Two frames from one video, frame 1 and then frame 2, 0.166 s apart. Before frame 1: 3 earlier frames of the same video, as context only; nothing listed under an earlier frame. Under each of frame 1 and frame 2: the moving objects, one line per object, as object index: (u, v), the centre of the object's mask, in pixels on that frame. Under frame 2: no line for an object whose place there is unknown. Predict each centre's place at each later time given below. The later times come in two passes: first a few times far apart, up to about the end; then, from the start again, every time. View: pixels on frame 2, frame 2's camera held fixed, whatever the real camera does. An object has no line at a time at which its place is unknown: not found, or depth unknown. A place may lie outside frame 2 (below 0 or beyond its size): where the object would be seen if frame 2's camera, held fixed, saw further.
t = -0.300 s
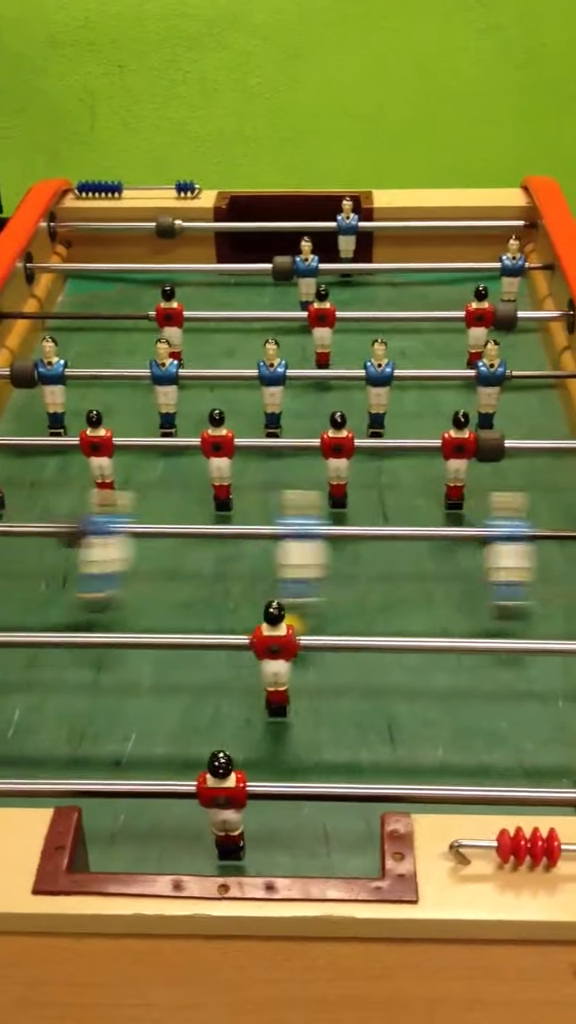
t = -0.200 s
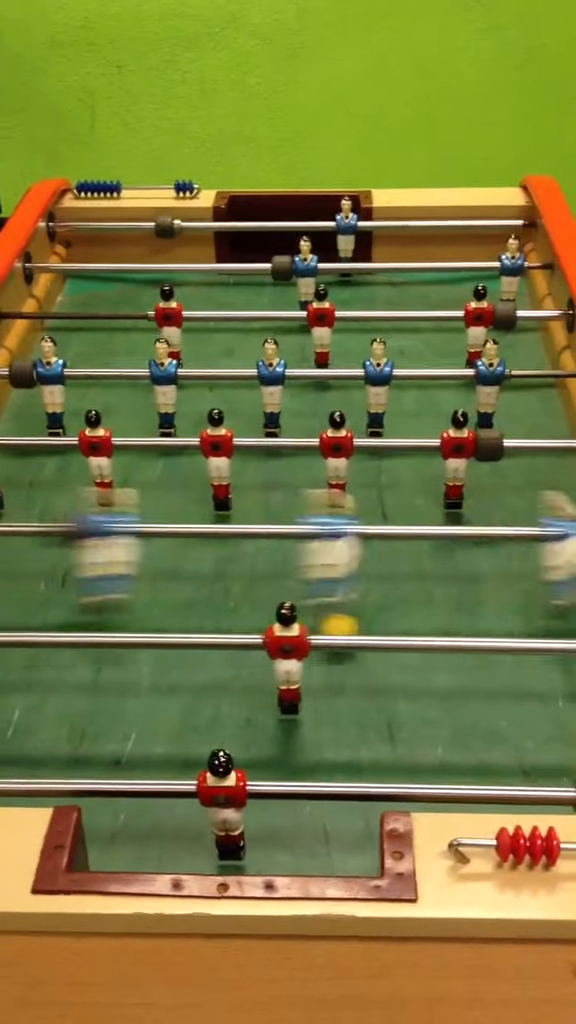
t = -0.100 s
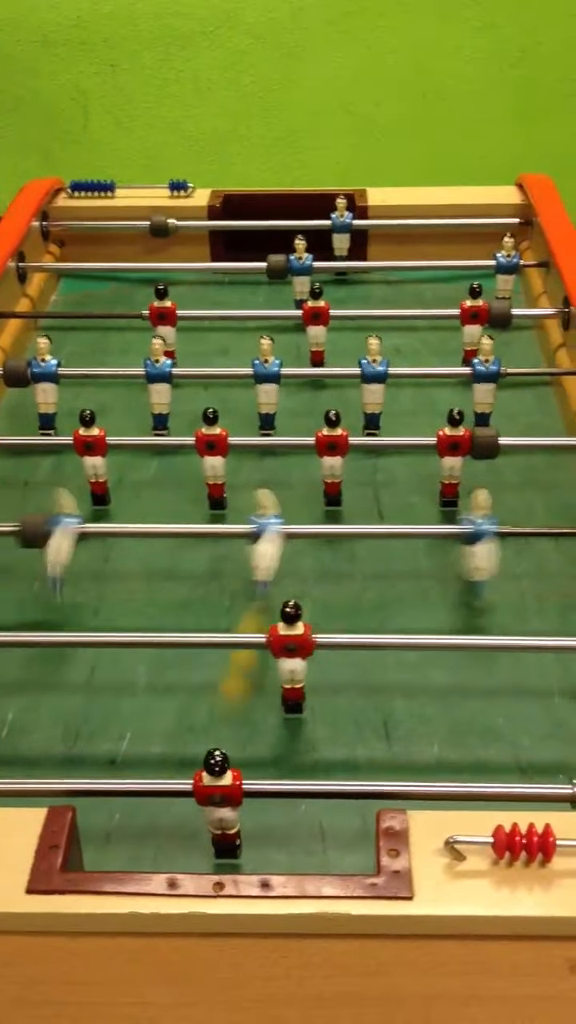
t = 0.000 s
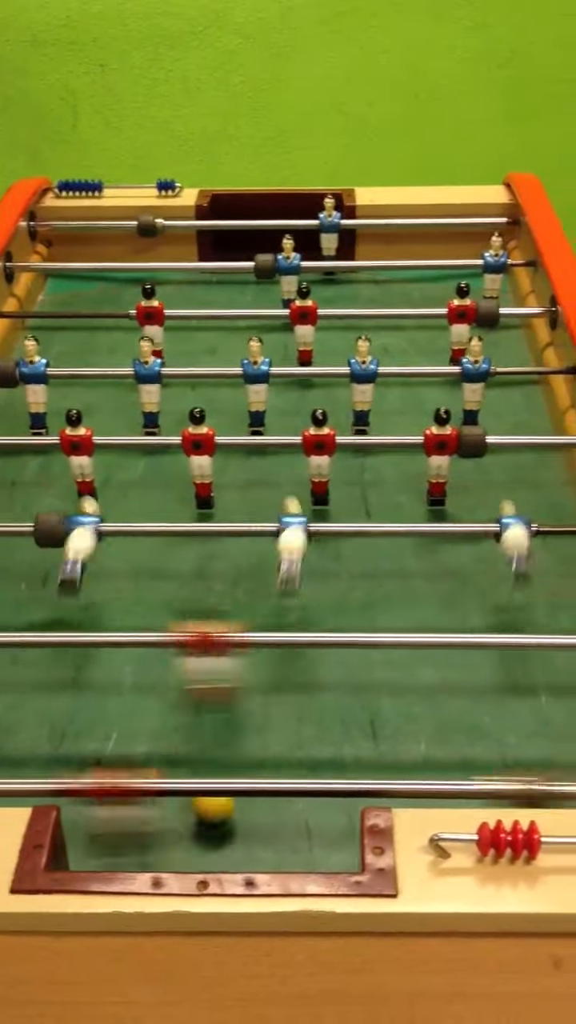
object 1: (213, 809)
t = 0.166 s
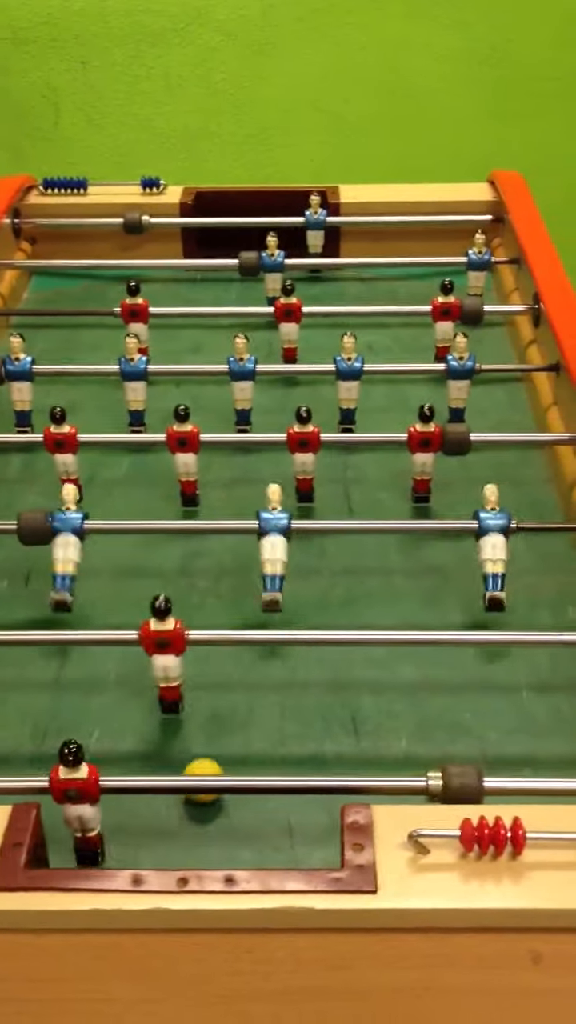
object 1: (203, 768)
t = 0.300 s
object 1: (205, 761)
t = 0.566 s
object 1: (204, 740)
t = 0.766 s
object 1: (199, 722)
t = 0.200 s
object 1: (205, 766)
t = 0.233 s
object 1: (206, 764)
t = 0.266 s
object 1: (206, 763)
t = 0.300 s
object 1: (205, 761)
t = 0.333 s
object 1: (206, 759)
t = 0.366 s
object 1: (207, 757)
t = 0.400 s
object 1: (207, 755)
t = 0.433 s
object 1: (207, 752)
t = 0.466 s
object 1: (206, 749)
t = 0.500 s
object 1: (206, 746)
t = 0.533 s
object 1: (205, 743)
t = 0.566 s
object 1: (204, 740)
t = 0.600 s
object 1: (203, 738)
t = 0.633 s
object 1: (202, 735)
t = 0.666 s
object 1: (202, 732)
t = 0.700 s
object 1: (201, 728)
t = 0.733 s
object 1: (199, 725)
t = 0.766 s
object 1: (199, 722)
